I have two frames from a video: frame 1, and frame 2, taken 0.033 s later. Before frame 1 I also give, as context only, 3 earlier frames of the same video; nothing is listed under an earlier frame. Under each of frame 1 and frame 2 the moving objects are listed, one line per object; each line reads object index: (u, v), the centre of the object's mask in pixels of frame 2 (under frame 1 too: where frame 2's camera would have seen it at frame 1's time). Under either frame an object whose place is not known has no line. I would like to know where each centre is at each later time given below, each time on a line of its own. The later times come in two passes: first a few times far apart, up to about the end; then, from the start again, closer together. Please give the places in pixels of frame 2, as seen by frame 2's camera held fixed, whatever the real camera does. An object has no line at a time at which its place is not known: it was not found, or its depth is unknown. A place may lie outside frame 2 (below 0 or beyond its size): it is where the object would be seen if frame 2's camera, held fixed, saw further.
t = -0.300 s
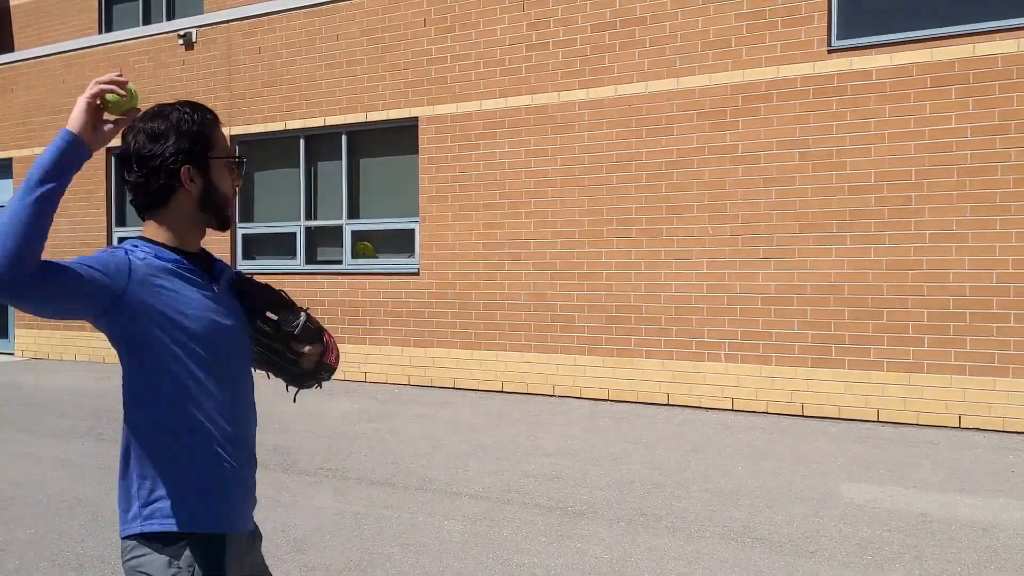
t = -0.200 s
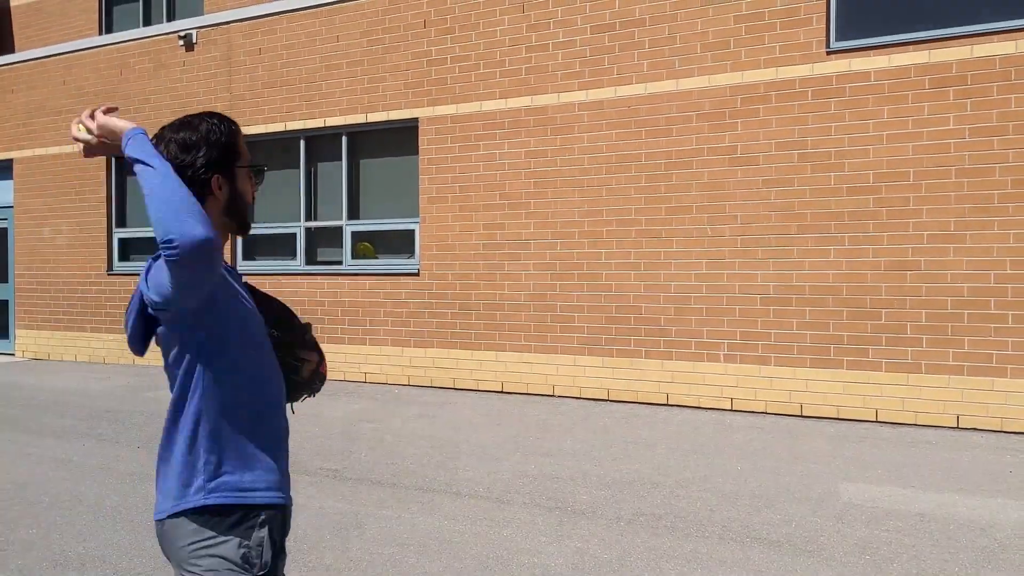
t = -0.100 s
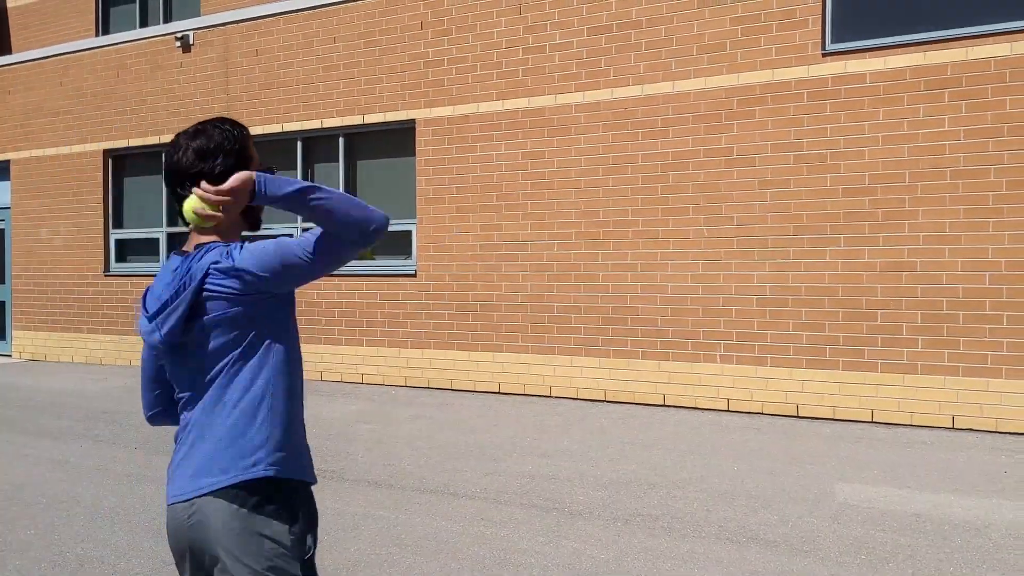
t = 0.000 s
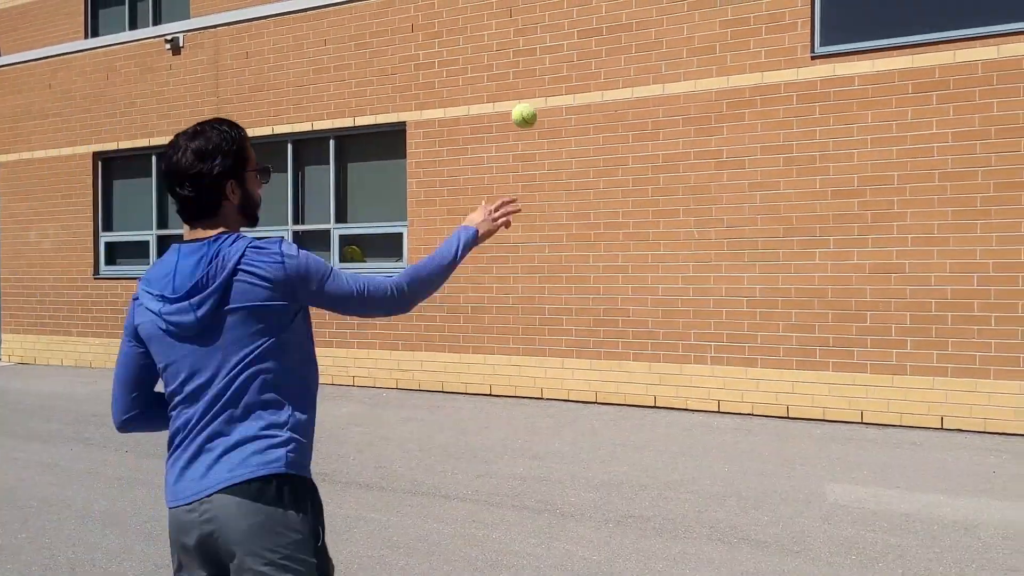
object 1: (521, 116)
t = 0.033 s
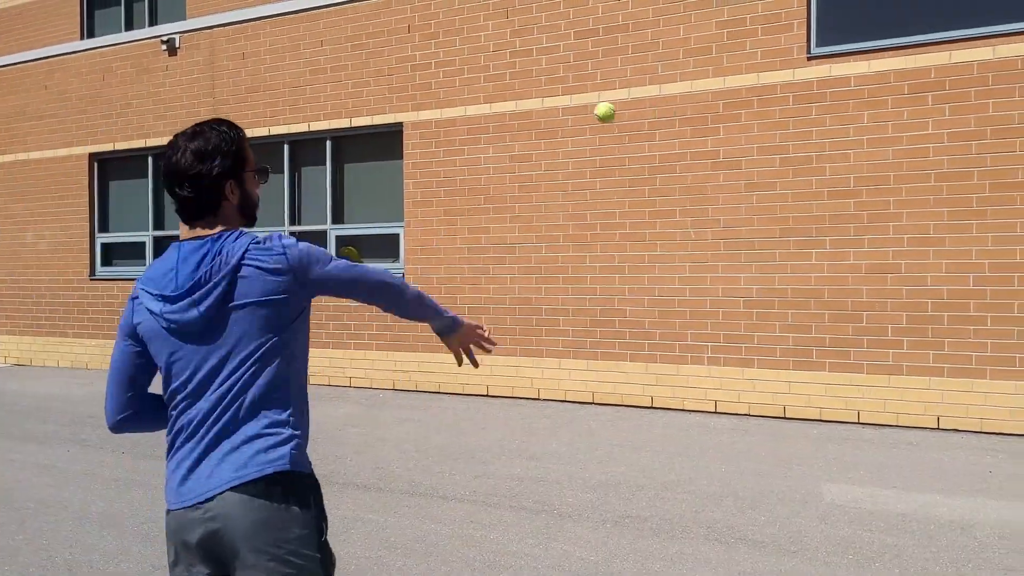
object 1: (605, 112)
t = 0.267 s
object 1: (842, 143)
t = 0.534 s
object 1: (850, 185)
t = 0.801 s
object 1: (749, 312)
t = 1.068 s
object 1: (596, 543)
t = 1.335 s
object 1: (457, 428)
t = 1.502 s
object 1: (319, 455)
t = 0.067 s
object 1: (666, 113)
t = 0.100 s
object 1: (713, 114)
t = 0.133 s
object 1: (750, 118)
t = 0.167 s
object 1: (779, 123)
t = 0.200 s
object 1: (804, 129)
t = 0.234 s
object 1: (824, 136)
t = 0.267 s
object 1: (842, 143)
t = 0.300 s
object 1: (857, 150)
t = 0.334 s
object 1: (870, 159)
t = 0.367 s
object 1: (881, 168)
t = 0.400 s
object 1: (888, 175)
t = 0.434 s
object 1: (879, 175)
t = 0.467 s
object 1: (869, 177)
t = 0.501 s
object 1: (860, 180)
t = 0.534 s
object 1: (850, 185)
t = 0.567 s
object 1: (840, 192)
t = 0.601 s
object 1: (829, 202)
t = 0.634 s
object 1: (818, 214)
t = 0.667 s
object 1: (805, 227)
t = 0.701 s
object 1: (793, 244)
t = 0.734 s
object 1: (779, 264)
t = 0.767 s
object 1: (764, 286)
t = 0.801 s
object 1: (749, 312)
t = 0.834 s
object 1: (734, 342)
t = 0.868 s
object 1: (716, 376)
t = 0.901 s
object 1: (698, 414)
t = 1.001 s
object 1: (626, 572)
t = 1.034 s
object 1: (609, 568)
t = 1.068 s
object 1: (596, 543)
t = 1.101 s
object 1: (582, 521)
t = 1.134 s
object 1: (567, 501)
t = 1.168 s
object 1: (551, 483)
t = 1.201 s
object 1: (535, 466)
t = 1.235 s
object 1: (517, 453)
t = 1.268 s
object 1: (498, 442)
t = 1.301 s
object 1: (478, 433)
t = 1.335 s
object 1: (457, 428)
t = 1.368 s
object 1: (434, 425)
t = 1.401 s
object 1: (409, 426)
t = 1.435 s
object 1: (382, 431)
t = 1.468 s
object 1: (353, 441)
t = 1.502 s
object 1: (319, 455)
